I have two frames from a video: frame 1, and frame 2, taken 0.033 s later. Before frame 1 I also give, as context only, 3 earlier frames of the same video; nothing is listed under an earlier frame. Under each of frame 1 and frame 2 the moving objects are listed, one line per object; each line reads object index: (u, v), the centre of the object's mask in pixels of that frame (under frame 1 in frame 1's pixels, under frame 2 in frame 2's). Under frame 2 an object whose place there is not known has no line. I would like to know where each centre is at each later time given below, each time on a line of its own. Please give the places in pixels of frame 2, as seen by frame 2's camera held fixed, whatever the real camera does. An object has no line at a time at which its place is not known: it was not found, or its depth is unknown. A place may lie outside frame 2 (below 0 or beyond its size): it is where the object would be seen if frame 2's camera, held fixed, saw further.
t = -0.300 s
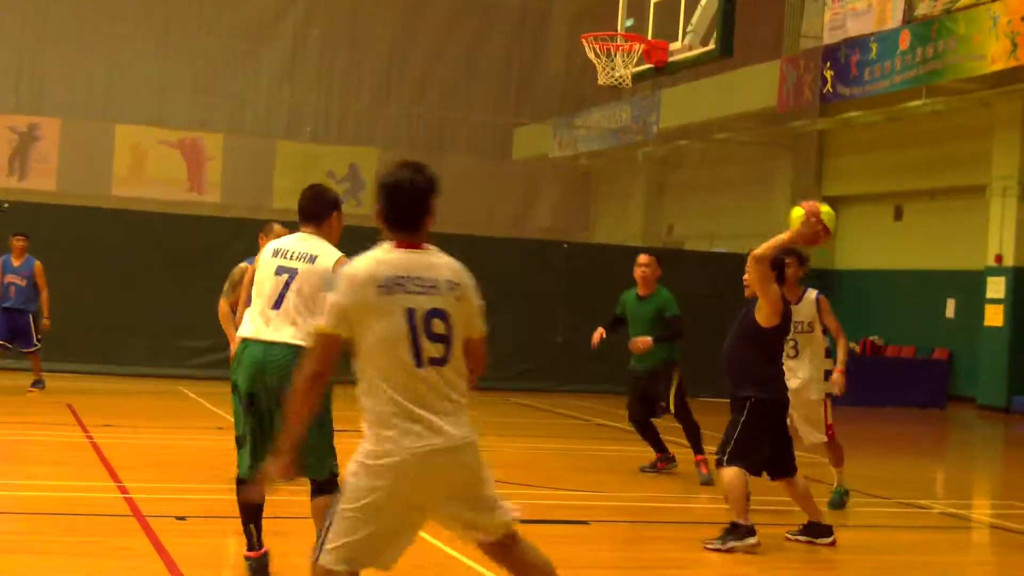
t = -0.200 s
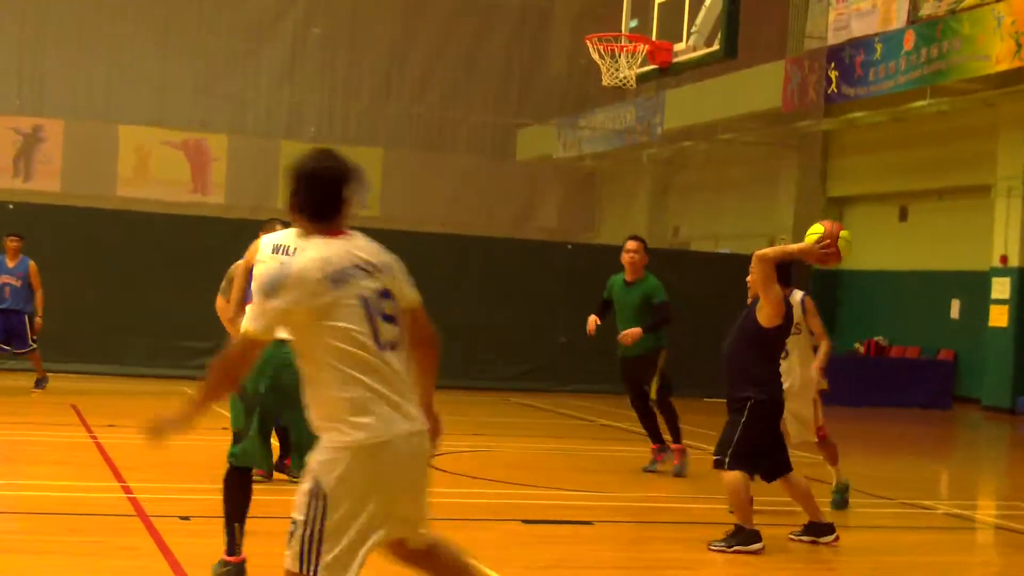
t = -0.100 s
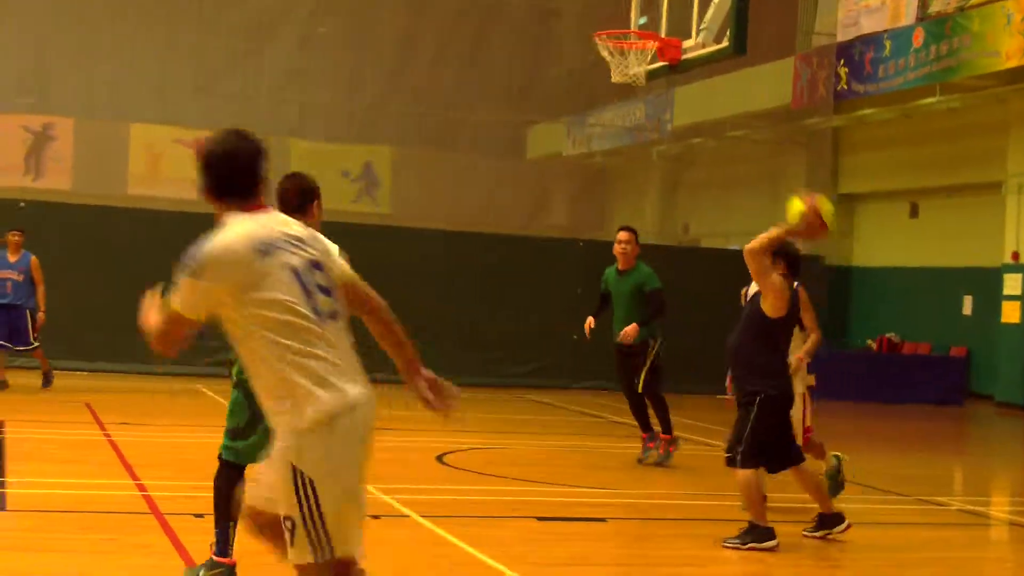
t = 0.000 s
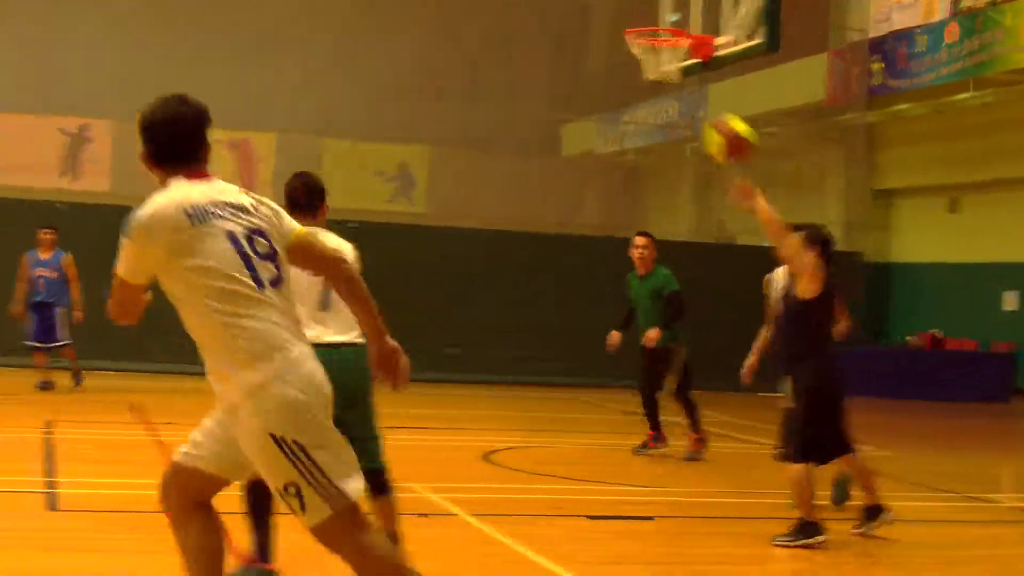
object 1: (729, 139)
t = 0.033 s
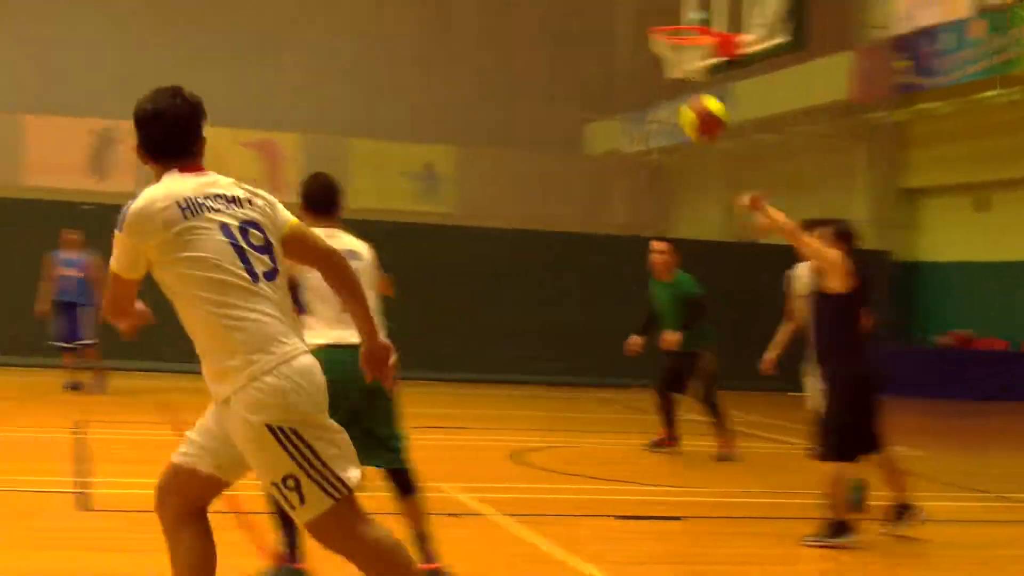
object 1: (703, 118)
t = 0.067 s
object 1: (651, 101)
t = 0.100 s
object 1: (604, 85)
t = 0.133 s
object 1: (555, 72)
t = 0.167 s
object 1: (507, 60)
